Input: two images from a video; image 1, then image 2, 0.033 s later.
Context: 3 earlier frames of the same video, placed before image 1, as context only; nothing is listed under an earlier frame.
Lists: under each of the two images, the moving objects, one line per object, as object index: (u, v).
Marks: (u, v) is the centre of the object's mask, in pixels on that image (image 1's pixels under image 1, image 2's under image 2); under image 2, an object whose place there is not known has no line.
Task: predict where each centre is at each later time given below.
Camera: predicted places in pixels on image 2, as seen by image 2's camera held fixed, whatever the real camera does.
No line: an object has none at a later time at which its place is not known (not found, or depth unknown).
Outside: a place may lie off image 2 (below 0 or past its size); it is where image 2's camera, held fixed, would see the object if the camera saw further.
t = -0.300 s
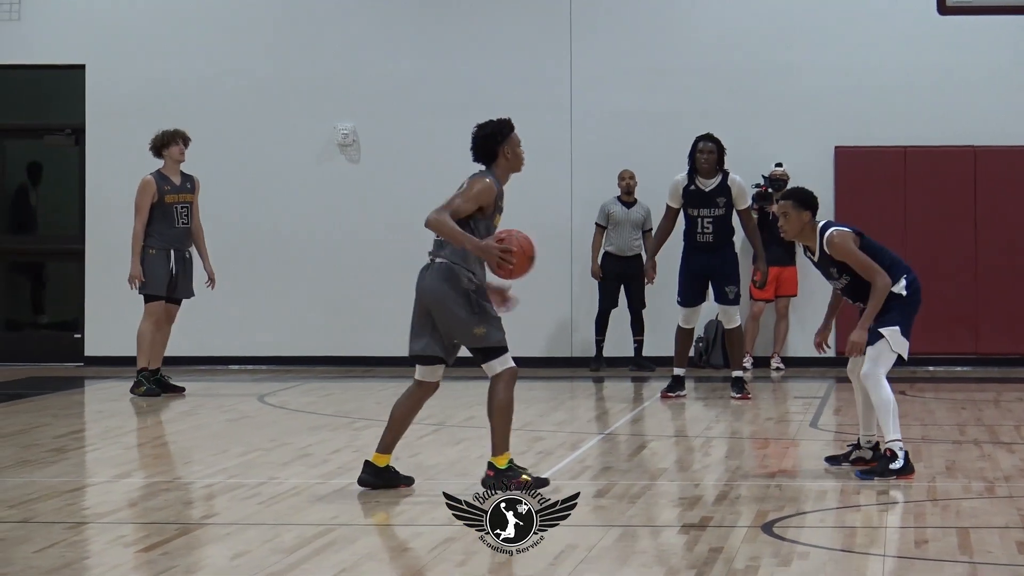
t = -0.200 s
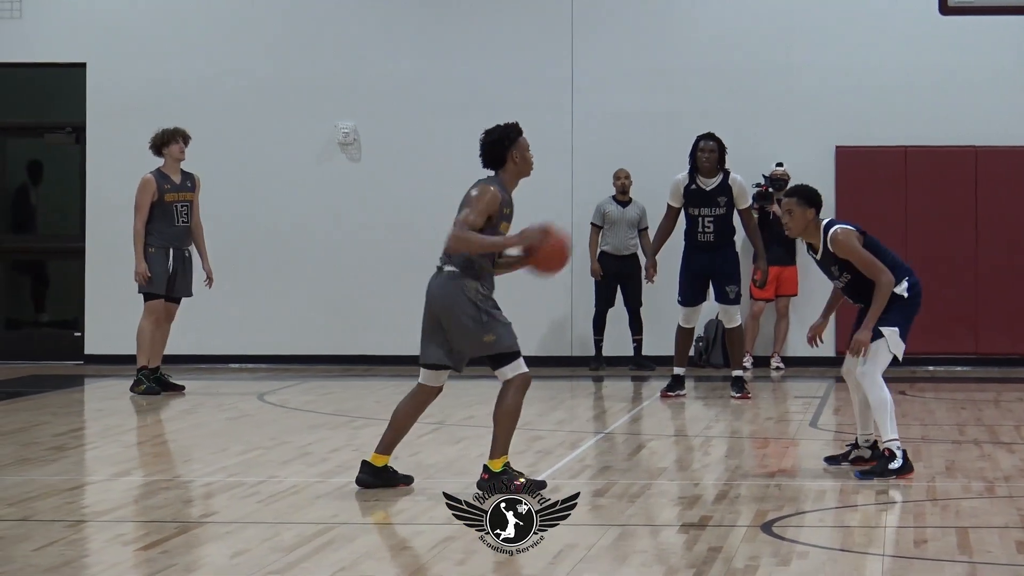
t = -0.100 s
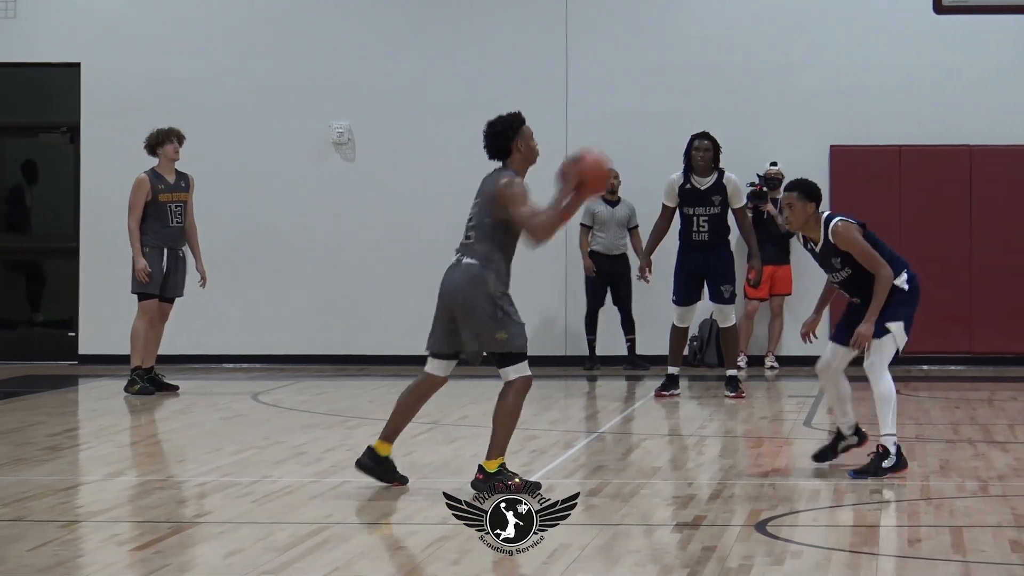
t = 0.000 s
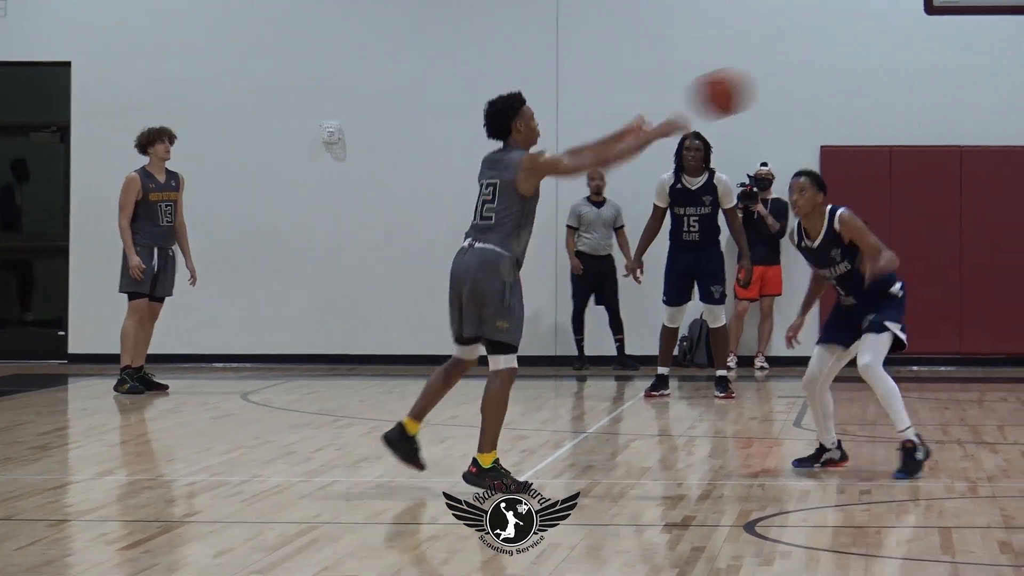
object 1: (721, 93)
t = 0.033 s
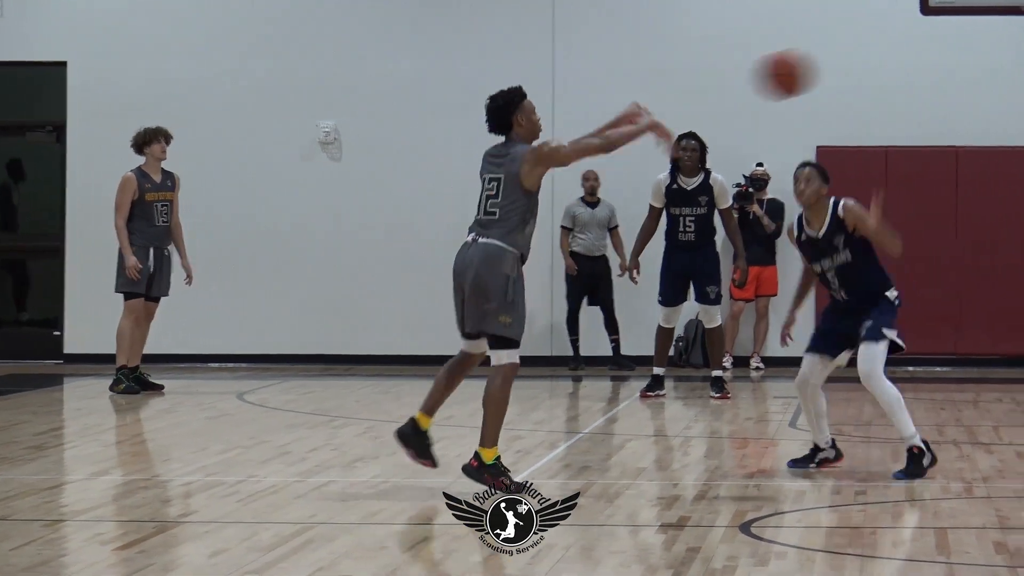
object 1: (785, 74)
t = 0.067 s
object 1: (851, 57)
